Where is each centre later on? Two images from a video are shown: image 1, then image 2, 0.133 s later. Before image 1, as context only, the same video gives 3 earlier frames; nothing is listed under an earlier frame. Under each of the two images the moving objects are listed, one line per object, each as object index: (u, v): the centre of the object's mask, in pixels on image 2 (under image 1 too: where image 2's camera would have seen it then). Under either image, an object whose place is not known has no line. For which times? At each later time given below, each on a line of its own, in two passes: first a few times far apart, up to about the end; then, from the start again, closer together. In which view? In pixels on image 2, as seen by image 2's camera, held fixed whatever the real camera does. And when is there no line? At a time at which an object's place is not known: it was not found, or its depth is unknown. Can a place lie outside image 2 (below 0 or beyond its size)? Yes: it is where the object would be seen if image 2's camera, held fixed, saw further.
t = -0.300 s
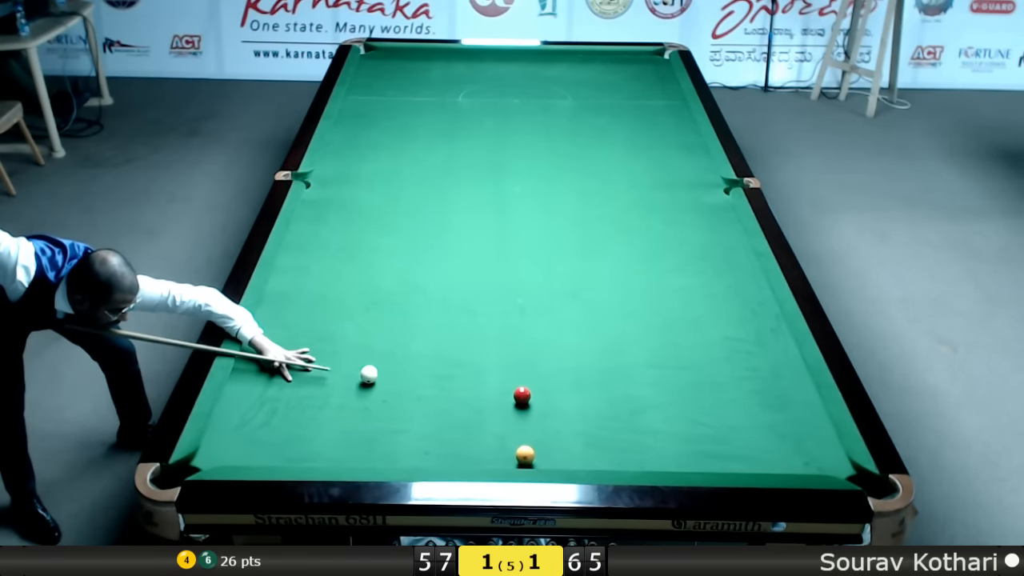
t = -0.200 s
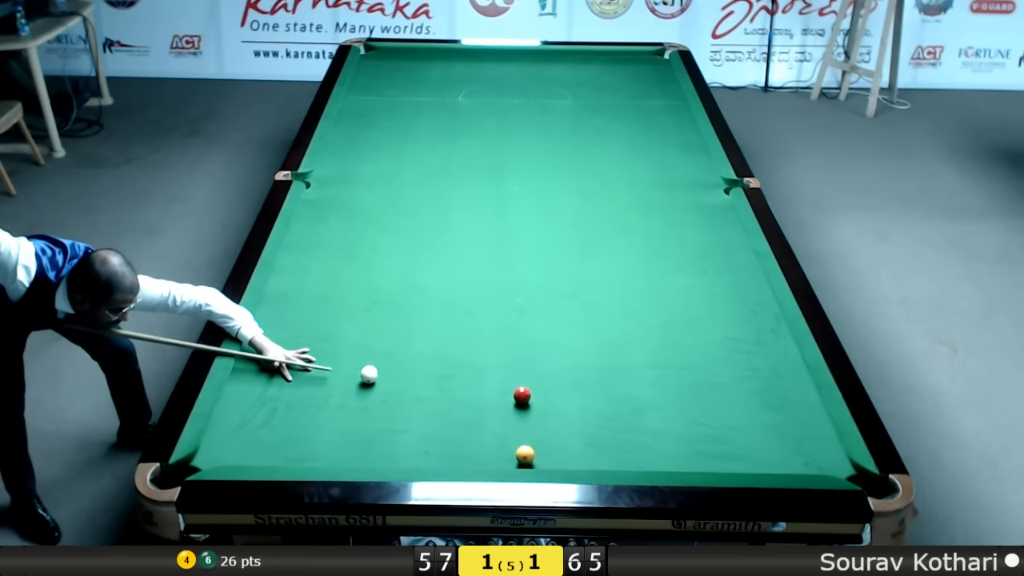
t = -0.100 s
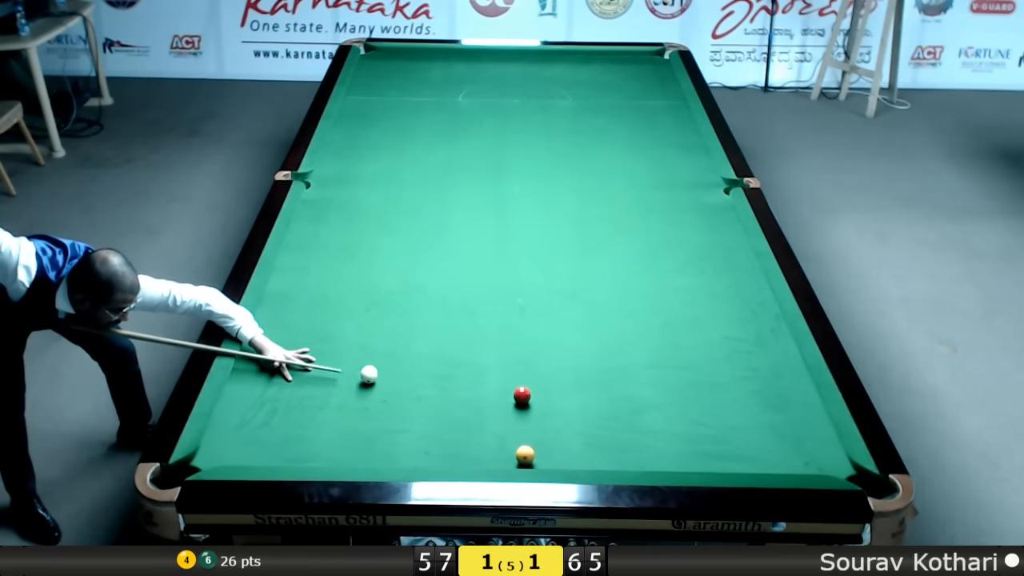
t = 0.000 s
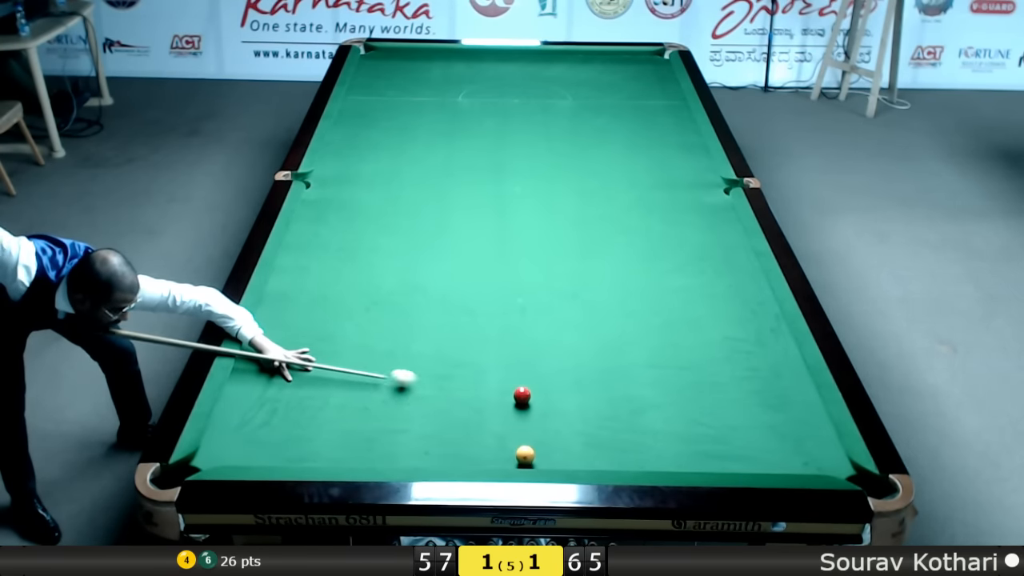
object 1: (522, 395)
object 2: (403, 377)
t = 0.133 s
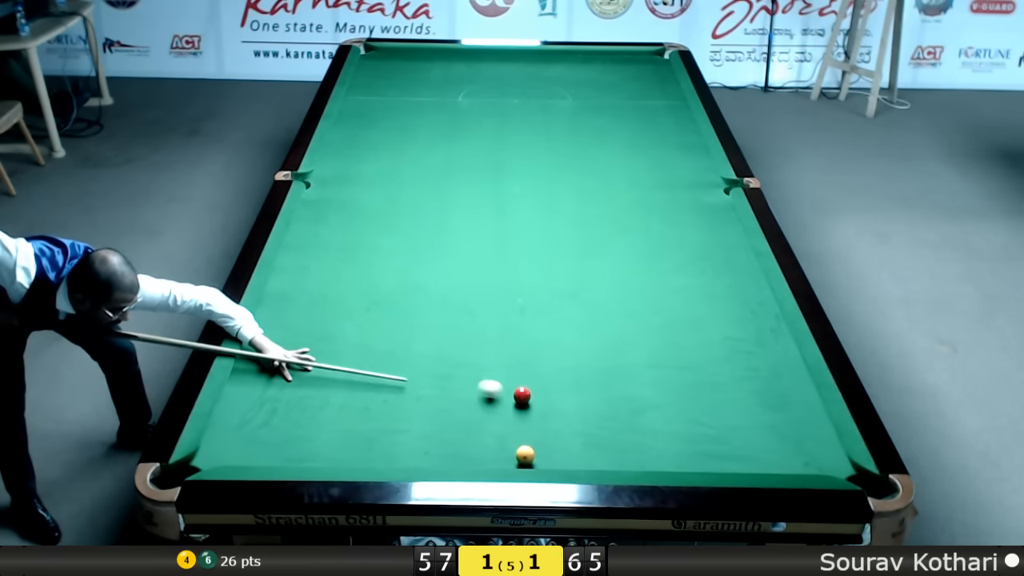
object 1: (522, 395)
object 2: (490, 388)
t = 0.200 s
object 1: (542, 399)
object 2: (508, 389)
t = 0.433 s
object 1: (644, 423)
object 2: (524, 381)
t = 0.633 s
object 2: (537, 375)
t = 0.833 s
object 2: (549, 370)
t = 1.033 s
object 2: (560, 365)
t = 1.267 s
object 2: (571, 360)
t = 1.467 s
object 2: (580, 356)
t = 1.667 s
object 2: (588, 352)
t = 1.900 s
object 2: (596, 349)
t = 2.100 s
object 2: (602, 347)
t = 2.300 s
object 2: (608, 345)
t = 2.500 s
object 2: (613, 344)
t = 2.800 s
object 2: (613, 340)
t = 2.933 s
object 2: (619, 341)
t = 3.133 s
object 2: (620, 341)
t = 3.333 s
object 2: (621, 341)
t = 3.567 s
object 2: (621, 341)
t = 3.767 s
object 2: (621, 341)
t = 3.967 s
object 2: (621, 341)
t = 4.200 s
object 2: (621, 341)
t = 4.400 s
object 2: (621, 341)
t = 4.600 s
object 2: (621, 341)
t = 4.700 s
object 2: (621, 341)
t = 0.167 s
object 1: (526, 395)
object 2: (506, 390)
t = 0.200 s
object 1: (542, 399)
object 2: (508, 389)
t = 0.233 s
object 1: (559, 402)
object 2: (510, 388)
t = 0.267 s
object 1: (575, 407)
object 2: (513, 387)
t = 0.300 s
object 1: (589, 410)
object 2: (515, 386)
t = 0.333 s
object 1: (604, 413)
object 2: (517, 384)
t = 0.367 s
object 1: (618, 417)
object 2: (520, 383)
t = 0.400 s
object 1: (631, 420)
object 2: (522, 382)
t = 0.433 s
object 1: (644, 423)
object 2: (524, 381)
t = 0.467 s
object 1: (657, 426)
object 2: (526, 380)
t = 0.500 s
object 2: (529, 379)
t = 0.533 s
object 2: (531, 378)
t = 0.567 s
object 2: (533, 377)
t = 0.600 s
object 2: (535, 376)
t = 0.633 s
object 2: (537, 375)
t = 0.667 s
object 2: (539, 374)
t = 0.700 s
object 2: (541, 373)
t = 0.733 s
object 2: (543, 373)
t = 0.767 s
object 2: (545, 371)
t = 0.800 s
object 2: (547, 371)
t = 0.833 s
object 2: (549, 370)
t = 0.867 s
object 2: (551, 369)
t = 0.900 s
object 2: (553, 368)
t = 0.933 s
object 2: (554, 367)
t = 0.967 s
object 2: (556, 366)
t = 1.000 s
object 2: (558, 365)
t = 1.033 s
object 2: (560, 365)
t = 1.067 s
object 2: (561, 364)
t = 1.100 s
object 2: (563, 363)
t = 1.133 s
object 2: (565, 363)
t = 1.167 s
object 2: (566, 362)
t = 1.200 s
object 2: (568, 361)
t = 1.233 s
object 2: (570, 361)
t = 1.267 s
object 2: (571, 360)
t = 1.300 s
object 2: (573, 359)
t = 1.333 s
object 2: (574, 358)
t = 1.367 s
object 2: (576, 358)
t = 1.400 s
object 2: (577, 357)
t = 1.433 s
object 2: (578, 356)
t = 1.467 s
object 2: (580, 356)
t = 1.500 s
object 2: (581, 355)
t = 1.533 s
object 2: (583, 354)
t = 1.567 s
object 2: (584, 354)
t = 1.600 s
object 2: (585, 353)
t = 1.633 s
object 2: (586, 353)
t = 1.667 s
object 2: (588, 352)
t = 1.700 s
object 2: (589, 352)
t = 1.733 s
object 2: (590, 351)
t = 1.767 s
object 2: (591, 351)
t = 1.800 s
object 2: (593, 350)
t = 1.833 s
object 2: (594, 350)
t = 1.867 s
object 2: (595, 349)
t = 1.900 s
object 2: (596, 349)
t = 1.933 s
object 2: (597, 348)
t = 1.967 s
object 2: (598, 348)
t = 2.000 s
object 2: (599, 348)
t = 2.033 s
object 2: (600, 347)
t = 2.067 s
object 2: (601, 347)
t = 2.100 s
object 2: (602, 347)
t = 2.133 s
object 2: (603, 346)
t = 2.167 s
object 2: (604, 346)
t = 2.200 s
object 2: (605, 346)
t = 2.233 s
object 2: (606, 345)
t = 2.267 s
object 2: (607, 345)
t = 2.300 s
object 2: (608, 345)
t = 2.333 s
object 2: (609, 345)
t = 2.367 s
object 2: (610, 344)
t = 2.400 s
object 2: (610, 344)
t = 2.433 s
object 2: (611, 344)
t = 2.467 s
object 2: (612, 344)
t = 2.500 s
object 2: (613, 344)
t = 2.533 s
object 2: (613, 344)
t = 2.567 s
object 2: (614, 343)
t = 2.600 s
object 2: (614, 343)
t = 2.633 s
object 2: (618, 338)
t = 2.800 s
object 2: (613, 340)
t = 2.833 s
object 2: (618, 341)
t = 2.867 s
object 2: (618, 341)
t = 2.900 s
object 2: (618, 341)
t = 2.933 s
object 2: (619, 341)
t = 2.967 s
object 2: (619, 341)
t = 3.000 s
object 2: (619, 341)
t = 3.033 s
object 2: (619, 341)
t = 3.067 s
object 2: (620, 341)
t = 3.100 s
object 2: (620, 341)
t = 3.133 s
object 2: (620, 341)
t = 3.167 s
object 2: (621, 341)
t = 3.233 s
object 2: (621, 341)
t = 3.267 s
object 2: (621, 341)
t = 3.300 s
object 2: (621, 341)
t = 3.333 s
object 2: (621, 341)
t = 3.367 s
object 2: (621, 341)
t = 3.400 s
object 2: (621, 341)
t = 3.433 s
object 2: (621, 341)
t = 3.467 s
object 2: (621, 341)
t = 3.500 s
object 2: (621, 341)
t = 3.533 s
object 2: (621, 341)
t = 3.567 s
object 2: (621, 341)
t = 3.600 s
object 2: (621, 341)
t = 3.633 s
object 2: (621, 341)
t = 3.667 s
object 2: (621, 341)
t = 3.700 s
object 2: (621, 341)
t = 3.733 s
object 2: (621, 341)
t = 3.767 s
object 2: (621, 341)
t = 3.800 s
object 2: (621, 341)
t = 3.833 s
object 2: (621, 341)
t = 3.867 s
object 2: (621, 341)
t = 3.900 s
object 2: (621, 341)
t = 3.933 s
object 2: (621, 341)
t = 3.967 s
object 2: (621, 341)
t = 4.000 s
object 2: (621, 341)
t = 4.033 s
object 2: (621, 341)
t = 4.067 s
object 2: (621, 341)
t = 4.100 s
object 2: (621, 341)
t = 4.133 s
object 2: (621, 341)
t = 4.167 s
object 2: (621, 341)
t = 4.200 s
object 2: (621, 341)
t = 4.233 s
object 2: (621, 341)
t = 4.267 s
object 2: (621, 341)
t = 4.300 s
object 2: (621, 341)
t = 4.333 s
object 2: (621, 341)
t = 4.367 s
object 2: (621, 341)
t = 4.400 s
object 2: (621, 341)
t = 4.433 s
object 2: (621, 341)
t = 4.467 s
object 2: (621, 341)
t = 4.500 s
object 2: (621, 341)
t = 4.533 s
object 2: (621, 341)
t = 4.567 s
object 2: (621, 341)
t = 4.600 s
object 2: (621, 341)
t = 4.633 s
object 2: (621, 341)
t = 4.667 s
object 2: (621, 341)
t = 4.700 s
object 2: (621, 341)
